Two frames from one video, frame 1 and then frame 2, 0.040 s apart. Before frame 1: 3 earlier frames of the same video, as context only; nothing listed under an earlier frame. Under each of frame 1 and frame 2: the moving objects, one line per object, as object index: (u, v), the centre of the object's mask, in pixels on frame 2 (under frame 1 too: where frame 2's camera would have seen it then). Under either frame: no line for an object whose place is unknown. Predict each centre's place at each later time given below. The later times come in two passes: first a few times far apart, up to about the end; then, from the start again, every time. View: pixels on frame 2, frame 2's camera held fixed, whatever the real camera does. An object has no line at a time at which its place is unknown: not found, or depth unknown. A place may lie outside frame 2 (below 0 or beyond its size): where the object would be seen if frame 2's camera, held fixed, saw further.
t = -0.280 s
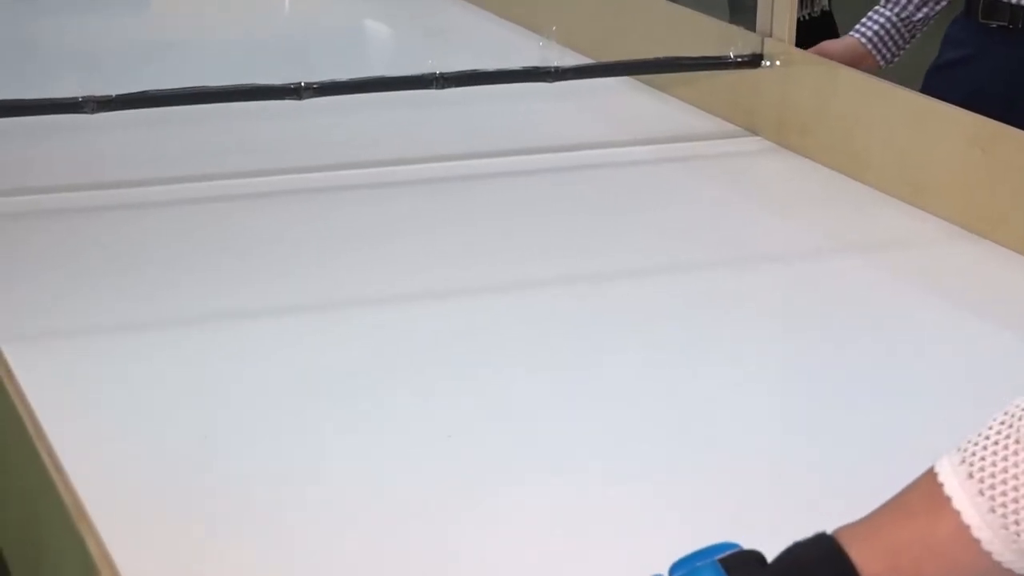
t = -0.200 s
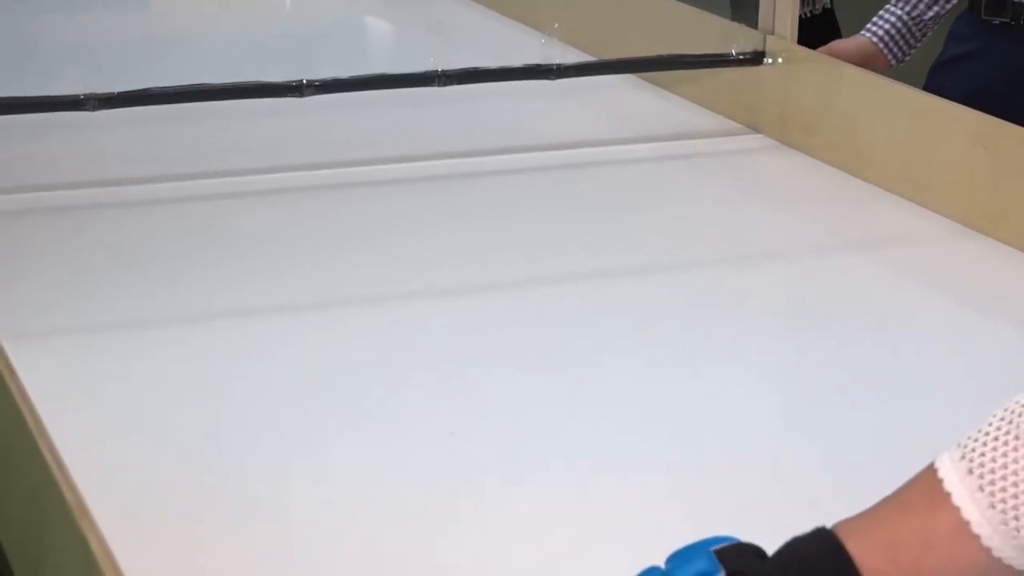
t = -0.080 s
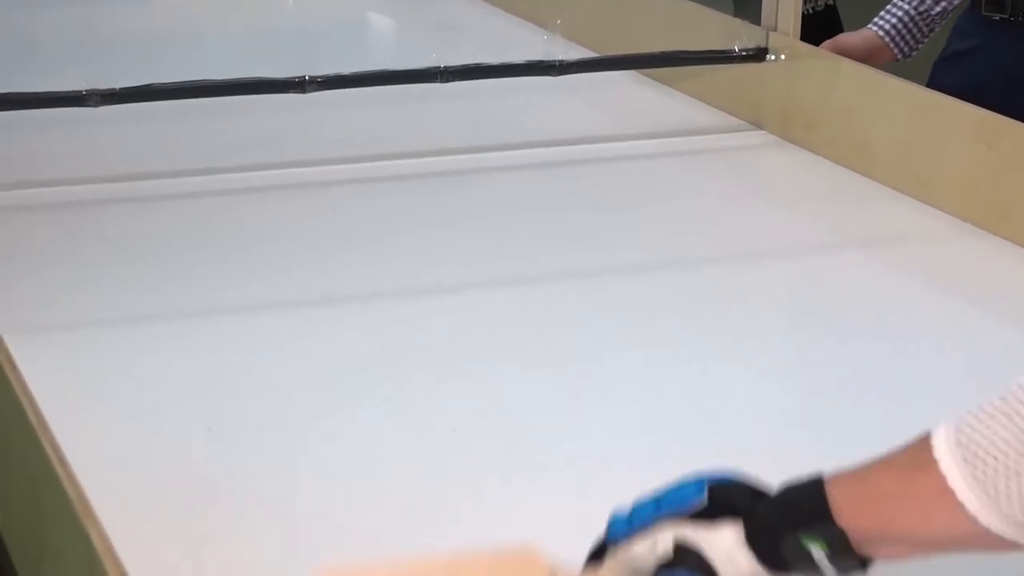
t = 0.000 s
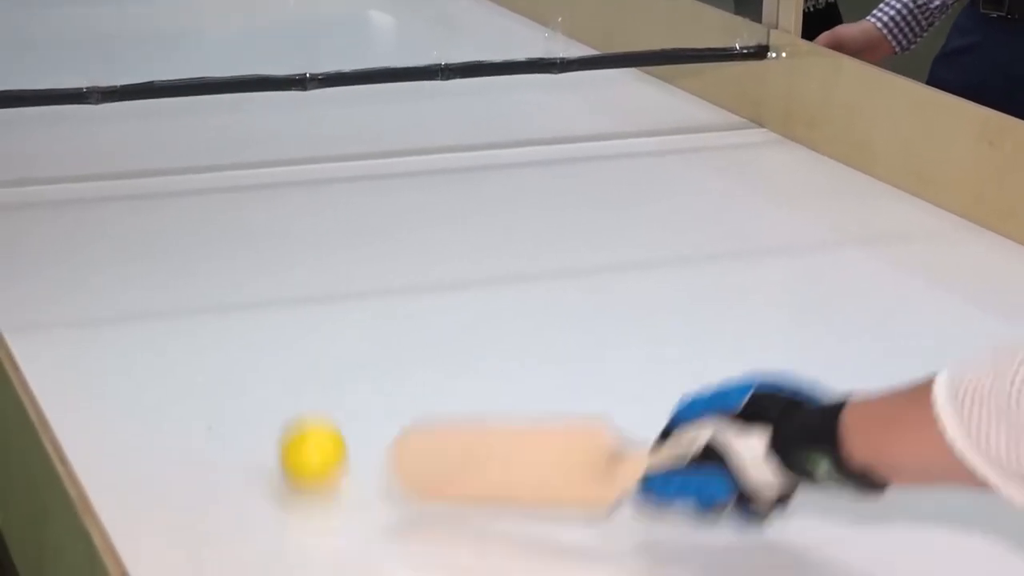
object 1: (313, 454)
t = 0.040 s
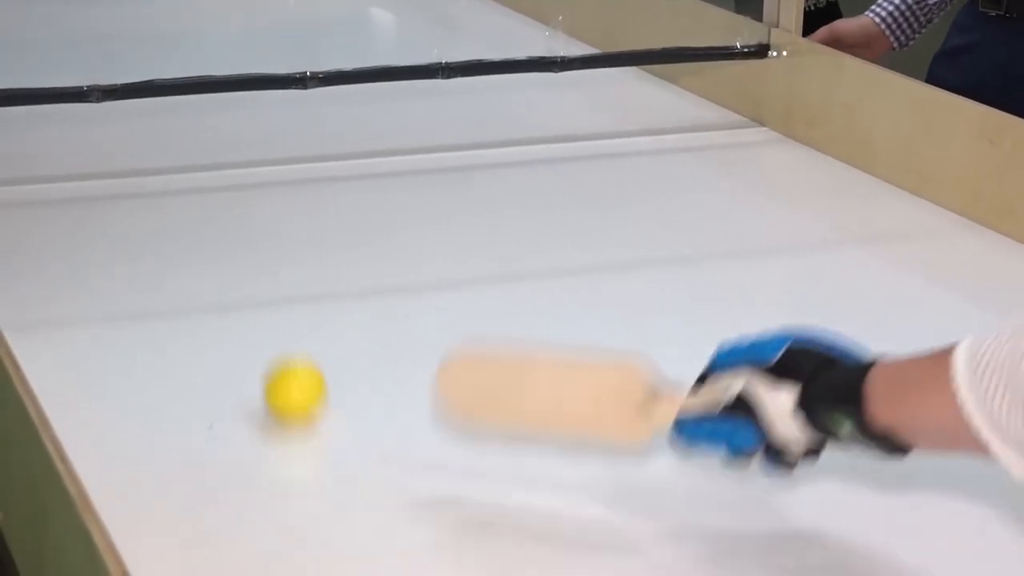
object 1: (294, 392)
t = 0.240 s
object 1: (244, 192)
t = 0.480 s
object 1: (223, 64)
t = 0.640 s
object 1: (219, 25)
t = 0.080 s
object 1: (281, 340)
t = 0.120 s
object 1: (270, 294)
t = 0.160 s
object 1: (260, 255)
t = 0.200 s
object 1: (252, 221)
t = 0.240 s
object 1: (244, 192)
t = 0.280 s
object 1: (239, 165)
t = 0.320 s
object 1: (234, 143)
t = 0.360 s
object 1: (229, 122)
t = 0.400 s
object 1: (228, 107)
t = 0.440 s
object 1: (224, 99)
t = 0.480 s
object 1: (223, 64)
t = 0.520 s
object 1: (221, 56)
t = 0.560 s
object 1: (220, 44)
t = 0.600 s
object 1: (219, 32)
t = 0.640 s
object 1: (219, 25)
